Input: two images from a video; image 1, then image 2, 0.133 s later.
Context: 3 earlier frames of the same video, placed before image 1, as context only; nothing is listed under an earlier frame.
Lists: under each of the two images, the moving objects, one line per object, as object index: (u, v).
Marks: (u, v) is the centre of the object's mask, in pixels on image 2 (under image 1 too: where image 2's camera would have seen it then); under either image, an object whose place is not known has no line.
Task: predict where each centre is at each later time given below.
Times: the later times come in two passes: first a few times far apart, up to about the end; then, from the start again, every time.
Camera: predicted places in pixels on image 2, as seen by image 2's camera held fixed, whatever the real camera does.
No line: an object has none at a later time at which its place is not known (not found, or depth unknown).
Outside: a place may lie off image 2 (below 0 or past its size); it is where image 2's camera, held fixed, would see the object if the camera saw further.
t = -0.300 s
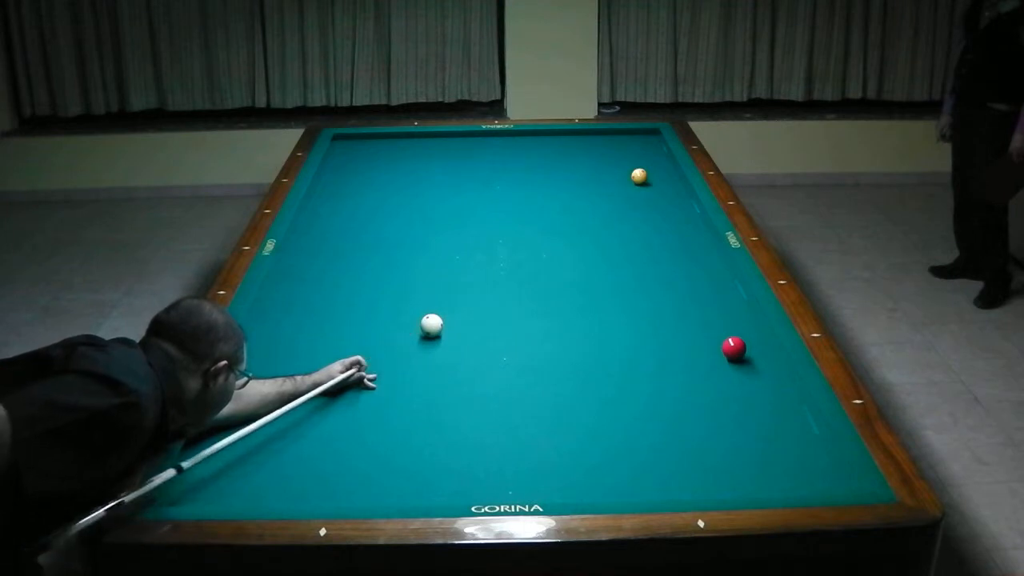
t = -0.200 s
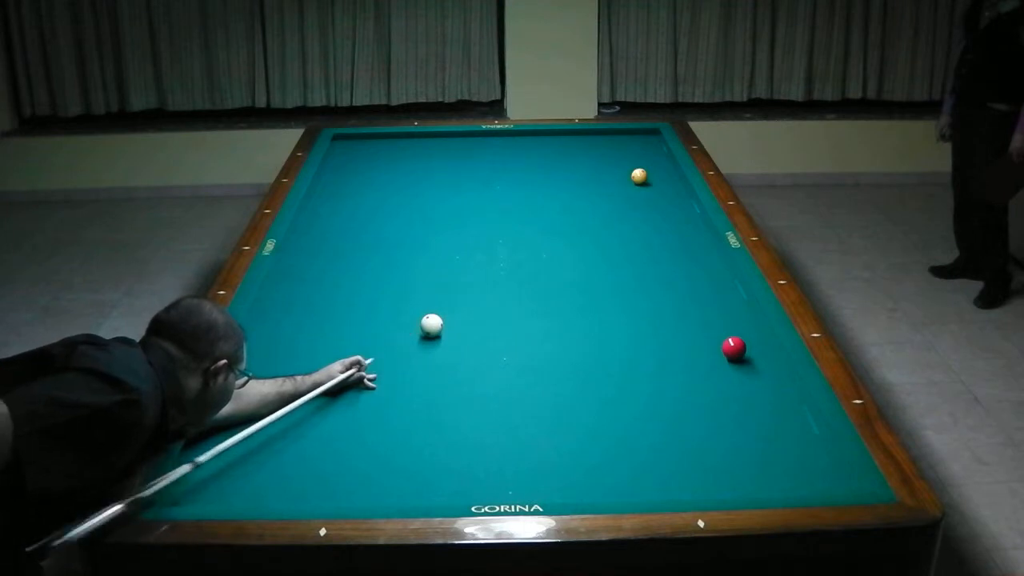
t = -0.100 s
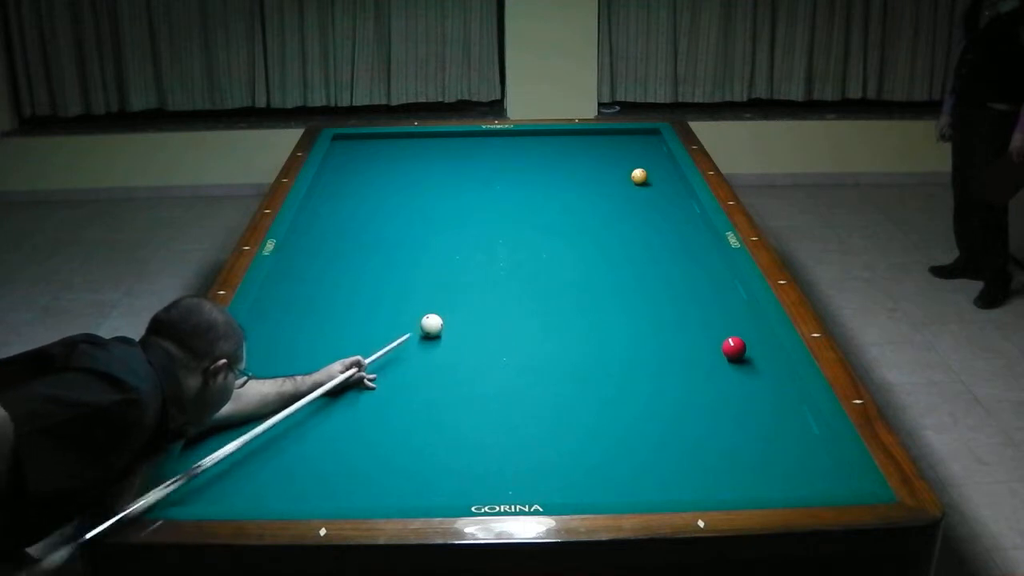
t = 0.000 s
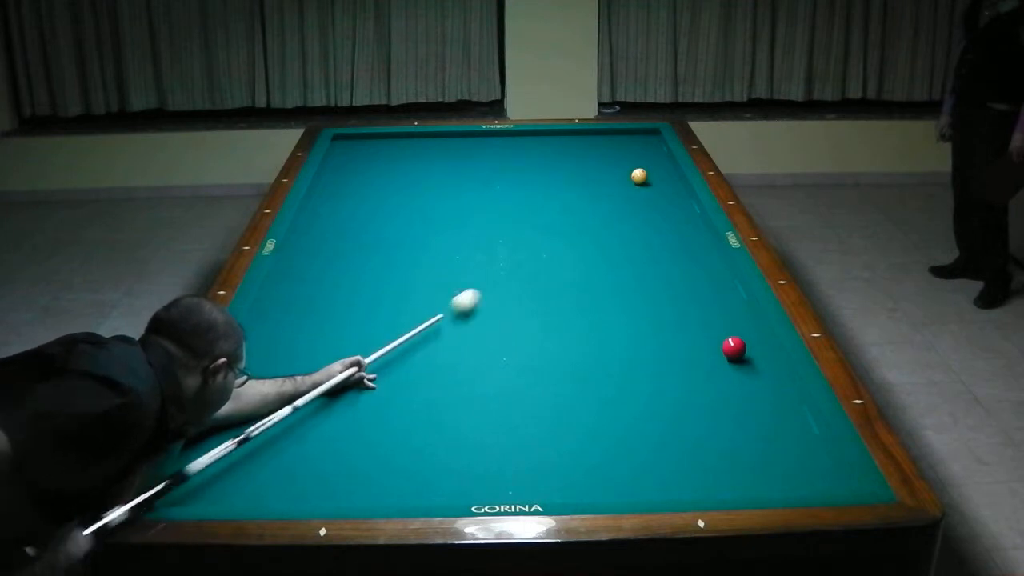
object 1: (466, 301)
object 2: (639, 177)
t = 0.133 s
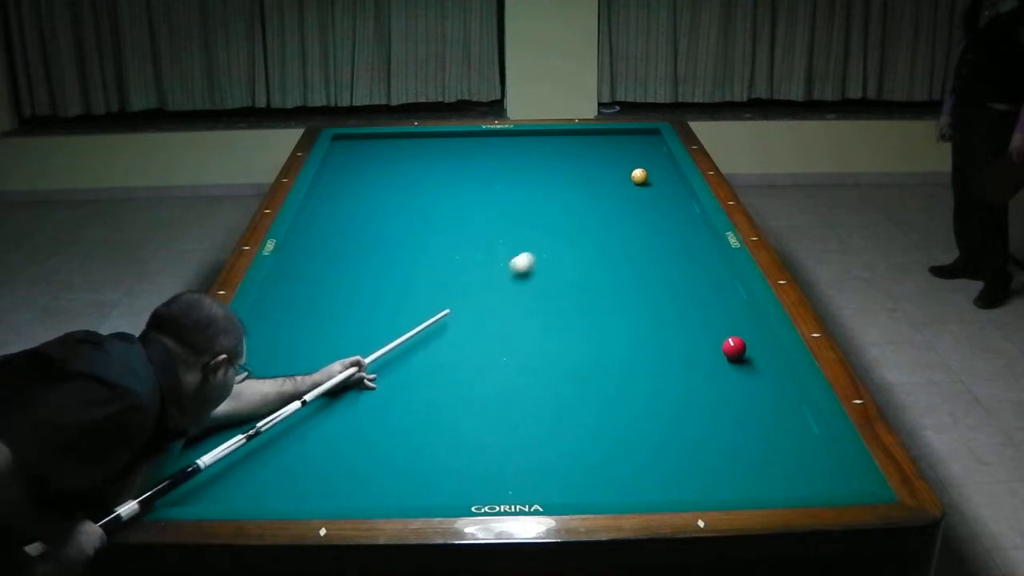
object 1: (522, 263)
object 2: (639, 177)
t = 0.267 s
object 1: (567, 233)
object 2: (639, 177)
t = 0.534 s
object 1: (639, 184)
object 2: (639, 173)
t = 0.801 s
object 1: (643, 171)
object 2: (619, 150)
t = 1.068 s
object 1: (587, 159)
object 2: (605, 132)
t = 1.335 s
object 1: (537, 148)
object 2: (609, 142)
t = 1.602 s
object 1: (491, 137)
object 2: (613, 154)
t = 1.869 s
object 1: (450, 136)
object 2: (618, 166)
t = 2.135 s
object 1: (411, 143)
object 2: (623, 180)
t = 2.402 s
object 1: (370, 151)
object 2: (628, 193)
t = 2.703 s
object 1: (330, 159)
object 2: (634, 210)
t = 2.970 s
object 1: (350, 167)
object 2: (640, 225)
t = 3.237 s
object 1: (370, 174)
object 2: (647, 241)
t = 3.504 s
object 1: (390, 182)
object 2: (654, 258)
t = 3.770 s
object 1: (411, 190)
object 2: (660, 276)
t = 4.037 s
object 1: (432, 198)
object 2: (667, 295)
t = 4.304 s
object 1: (454, 206)
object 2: (674, 314)
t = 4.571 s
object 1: (475, 215)
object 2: (682, 335)
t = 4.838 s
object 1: (497, 223)
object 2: (689, 357)
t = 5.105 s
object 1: (520, 232)
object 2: (698, 380)
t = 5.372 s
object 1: (542, 240)
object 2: (706, 403)
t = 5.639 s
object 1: (565, 249)
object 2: (715, 427)
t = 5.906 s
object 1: (588, 258)
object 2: (724, 453)
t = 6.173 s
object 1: (611, 266)
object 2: (733, 478)
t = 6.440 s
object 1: (633, 274)
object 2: (734, 482)
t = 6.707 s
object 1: (656, 283)
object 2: (728, 466)
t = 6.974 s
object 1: (678, 291)
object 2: (723, 451)
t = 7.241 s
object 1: (700, 300)
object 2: (719, 438)
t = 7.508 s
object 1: (722, 308)
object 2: (715, 427)
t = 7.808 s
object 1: (746, 317)
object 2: (711, 414)
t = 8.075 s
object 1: (755, 324)
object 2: (707, 405)
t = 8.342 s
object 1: (749, 329)
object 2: (703, 396)
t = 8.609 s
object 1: (744, 333)
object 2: (699, 388)
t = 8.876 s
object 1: (739, 334)
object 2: (696, 381)
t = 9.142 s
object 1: (736, 334)
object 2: (693, 375)
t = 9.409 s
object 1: (733, 335)
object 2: (691, 370)
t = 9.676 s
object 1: (732, 335)
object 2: (689, 364)
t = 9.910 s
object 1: (733, 336)
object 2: (688, 361)
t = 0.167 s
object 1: (534, 255)
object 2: (639, 177)
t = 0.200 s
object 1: (545, 247)
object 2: (639, 177)
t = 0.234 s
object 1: (556, 240)
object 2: (639, 177)
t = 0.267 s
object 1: (567, 233)
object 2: (639, 177)
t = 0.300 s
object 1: (577, 226)
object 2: (639, 177)
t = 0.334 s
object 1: (587, 219)
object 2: (639, 177)
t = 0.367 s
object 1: (597, 212)
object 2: (639, 177)
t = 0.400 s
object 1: (606, 206)
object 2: (639, 177)
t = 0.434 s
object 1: (615, 200)
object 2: (639, 177)
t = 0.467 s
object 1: (623, 194)
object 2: (639, 177)
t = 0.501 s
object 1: (631, 188)
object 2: (640, 175)
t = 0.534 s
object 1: (639, 184)
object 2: (639, 173)
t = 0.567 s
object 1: (650, 180)
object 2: (636, 173)
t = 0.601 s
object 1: (661, 179)
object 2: (634, 170)
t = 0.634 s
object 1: (671, 178)
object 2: (631, 166)
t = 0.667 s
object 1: (677, 177)
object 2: (629, 162)
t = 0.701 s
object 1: (668, 175)
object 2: (626, 159)
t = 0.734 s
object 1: (659, 174)
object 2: (624, 156)
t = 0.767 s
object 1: (651, 173)
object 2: (622, 153)
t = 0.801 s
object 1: (643, 171)
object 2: (619, 150)
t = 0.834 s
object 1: (635, 170)
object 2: (618, 148)
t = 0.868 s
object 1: (628, 168)
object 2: (616, 145)
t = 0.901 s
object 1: (621, 167)
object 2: (614, 143)
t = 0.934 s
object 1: (614, 165)
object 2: (612, 141)
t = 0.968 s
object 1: (607, 164)
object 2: (610, 138)
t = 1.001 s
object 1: (600, 162)
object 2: (608, 136)
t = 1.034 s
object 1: (594, 161)
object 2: (607, 134)
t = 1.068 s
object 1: (587, 159)
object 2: (605, 132)
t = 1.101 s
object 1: (581, 158)
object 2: (605, 131)
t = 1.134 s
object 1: (574, 156)
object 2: (605, 133)
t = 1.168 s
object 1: (568, 155)
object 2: (606, 135)
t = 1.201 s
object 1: (561, 153)
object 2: (607, 137)
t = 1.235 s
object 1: (555, 152)
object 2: (607, 138)
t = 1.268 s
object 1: (549, 150)
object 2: (608, 139)
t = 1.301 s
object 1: (543, 149)
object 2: (608, 141)
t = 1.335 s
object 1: (537, 148)
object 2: (609, 142)
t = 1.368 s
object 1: (531, 146)
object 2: (609, 143)
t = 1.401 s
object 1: (525, 145)
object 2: (610, 145)
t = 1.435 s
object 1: (519, 144)
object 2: (610, 147)
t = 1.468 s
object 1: (514, 142)
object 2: (611, 148)
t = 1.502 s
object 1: (508, 141)
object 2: (611, 149)
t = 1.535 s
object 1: (502, 140)
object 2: (612, 151)
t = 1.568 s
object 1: (496, 139)
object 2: (613, 153)
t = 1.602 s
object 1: (491, 137)
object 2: (613, 154)
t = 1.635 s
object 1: (486, 136)
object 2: (614, 155)
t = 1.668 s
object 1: (480, 135)
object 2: (614, 157)
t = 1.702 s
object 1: (475, 134)
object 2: (615, 159)
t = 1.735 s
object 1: (469, 133)
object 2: (615, 160)
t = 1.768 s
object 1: (464, 133)
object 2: (616, 162)
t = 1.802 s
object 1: (459, 134)
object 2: (617, 163)
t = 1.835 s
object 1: (455, 135)
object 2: (617, 165)
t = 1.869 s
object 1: (450, 136)
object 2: (618, 166)
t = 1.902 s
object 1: (445, 137)
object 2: (619, 168)
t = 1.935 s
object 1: (440, 138)
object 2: (619, 170)
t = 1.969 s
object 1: (435, 139)
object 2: (620, 171)
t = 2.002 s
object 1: (430, 140)
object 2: (620, 173)
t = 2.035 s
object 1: (425, 140)
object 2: (621, 175)
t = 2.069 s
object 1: (420, 141)
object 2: (622, 176)
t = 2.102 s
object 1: (415, 142)
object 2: (622, 178)
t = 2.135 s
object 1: (411, 143)
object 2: (623, 180)
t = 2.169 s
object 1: (405, 144)
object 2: (623, 181)
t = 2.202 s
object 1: (400, 145)
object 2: (624, 183)
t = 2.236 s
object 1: (395, 146)
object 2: (625, 184)
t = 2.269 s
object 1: (390, 147)
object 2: (625, 186)
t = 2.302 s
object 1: (385, 148)
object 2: (626, 188)
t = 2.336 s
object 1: (381, 149)
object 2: (626, 190)
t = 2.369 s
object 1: (375, 150)
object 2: (627, 192)
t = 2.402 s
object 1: (370, 151)
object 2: (628, 193)
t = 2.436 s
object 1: (365, 152)
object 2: (628, 195)
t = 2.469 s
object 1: (360, 153)
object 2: (629, 197)
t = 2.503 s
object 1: (355, 154)
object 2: (630, 199)
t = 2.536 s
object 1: (350, 155)
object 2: (631, 200)
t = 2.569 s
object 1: (345, 155)
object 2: (631, 202)
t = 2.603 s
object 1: (340, 156)
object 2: (632, 204)
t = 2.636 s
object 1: (335, 157)
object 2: (633, 206)
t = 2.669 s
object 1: (330, 158)
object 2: (633, 208)
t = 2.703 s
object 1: (330, 159)
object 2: (634, 210)
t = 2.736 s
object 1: (333, 160)
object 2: (635, 211)
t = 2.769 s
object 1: (335, 161)
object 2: (636, 213)
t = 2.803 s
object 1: (338, 162)
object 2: (637, 215)
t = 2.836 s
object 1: (340, 163)
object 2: (637, 217)
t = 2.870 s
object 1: (343, 164)
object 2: (638, 219)
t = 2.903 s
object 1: (345, 165)
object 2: (639, 221)
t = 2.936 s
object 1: (348, 166)
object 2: (639, 223)
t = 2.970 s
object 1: (350, 167)
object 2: (640, 225)
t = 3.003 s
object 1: (352, 168)
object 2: (641, 227)
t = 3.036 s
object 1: (355, 169)
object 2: (642, 229)
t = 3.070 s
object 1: (357, 170)
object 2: (643, 231)
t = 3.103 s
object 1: (360, 171)
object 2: (644, 233)
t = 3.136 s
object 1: (362, 172)
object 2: (644, 235)
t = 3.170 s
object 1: (365, 173)
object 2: (645, 237)
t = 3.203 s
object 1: (367, 174)
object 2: (646, 239)
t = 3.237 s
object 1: (370, 174)
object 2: (647, 241)
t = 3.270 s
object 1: (372, 175)
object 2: (648, 243)
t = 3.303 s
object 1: (375, 177)
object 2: (649, 245)
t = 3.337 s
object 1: (377, 177)
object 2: (649, 247)
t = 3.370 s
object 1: (380, 178)
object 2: (650, 249)
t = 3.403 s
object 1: (383, 179)
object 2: (651, 251)
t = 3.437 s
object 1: (385, 180)
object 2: (652, 254)
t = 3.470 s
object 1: (388, 181)
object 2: (653, 256)
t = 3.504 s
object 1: (390, 182)
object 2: (654, 258)
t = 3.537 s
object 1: (393, 183)
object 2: (654, 261)
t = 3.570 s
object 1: (396, 184)
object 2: (655, 262)
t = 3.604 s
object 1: (398, 185)
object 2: (656, 264)
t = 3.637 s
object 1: (401, 186)
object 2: (657, 267)
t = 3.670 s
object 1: (403, 187)
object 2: (658, 269)
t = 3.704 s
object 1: (406, 188)
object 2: (659, 272)
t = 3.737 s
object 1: (408, 189)
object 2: (659, 274)
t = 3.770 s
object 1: (411, 190)
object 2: (660, 276)
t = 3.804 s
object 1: (414, 191)
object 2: (661, 278)
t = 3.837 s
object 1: (416, 192)
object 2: (662, 280)
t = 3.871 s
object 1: (419, 193)
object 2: (663, 283)
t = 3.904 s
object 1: (422, 194)
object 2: (664, 285)
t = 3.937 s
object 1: (424, 195)
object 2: (665, 288)
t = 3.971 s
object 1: (427, 196)
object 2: (665, 290)
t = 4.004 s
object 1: (429, 197)
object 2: (666, 292)
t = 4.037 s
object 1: (432, 198)
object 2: (667, 295)
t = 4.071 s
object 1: (435, 199)
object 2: (668, 297)
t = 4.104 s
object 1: (437, 200)
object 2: (669, 300)
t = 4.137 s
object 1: (440, 201)
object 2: (670, 302)
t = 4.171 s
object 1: (443, 202)
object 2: (670, 305)
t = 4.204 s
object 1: (445, 203)
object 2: (671, 307)
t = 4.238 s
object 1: (448, 204)
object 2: (672, 310)
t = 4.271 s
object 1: (451, 205)
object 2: (673, 312)
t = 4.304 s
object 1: (454, 206)
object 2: (674, 314)
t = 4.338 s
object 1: (456, 207)
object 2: (675, 317)
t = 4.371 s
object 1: (459, 208)
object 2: (676, 320)
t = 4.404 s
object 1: (462, 209)
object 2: (677, 322)
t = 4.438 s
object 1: (464, 210)
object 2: (678, 325)
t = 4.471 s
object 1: (467, 212)
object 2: (679, 327)
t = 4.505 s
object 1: (470, 213)
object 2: (680, 330)
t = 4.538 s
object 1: (472, 214)
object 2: (681, 333)
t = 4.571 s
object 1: (475, 215)
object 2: (682, 335)
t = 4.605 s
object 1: (478, 216)
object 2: (682, 338)
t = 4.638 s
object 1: (481, 216)
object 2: (683, 340)
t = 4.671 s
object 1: (483, 218)
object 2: (684, 343)
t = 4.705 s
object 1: (486, 219)
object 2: (685, 346)
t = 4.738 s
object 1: (489, 220)
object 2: (686, 348)
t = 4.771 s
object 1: (492, 221)
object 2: (687, 351)
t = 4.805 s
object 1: (495, 222)
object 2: (688, 354)
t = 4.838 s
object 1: (497, 223)
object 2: (689, 357)
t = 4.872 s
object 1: (500, 224)
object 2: (690, 359)
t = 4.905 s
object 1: (503, 225)
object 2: (691, 362)
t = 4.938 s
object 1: (506, 226)
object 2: (692, 365)
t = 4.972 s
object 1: (509, 227)
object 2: (693, 368)
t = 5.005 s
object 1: (511, 228)
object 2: (695, 371)
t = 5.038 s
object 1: (514, 229)
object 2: (696, 374)
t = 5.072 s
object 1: (517, 231)
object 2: (697, 376)
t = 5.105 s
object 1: (520, 232)
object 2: (698, 380)
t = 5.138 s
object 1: (523, 233)
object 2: (699, 382)
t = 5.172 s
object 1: (525, 234)
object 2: (700, 385)
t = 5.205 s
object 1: (528, 235)
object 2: (701, 388)
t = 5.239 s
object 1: (531, 236)
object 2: (702, 391)
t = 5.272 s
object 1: (534, 237)
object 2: (703, 394)
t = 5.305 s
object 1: (537, 238)
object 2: (704, 397)
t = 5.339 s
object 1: (540, 239)
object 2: (705, 400)
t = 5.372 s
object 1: (542, 240)
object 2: (706, 403)
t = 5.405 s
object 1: (545, 241)
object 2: (707, 406)
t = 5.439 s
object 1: (548, 242)
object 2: (708, 409)
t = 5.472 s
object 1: (551, 244)
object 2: (710, 412)
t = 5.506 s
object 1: (554, 244)
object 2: (711, 415)
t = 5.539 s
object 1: (557, 246)
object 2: (712, 418)
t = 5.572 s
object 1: (559, 247)
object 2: (713, 421)
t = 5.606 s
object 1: (562, 248)
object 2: (714, 424)
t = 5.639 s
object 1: (565, 249)
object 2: (715, 427)
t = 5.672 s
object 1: (568, 250)
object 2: (716, 430)
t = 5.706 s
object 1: (571, 251)
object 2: (717, 434)
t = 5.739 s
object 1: (574, 252)
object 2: (718, 437)
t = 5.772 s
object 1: (576, 253)
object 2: (720, 440)
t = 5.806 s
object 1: (579, 254)
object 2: (721, 443)
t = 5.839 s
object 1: (582, 255)
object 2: (722, 446)
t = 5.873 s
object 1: (585, 256)
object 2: (723, 450)
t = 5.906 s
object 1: (588, 258)
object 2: (724, 453)
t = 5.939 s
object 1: (591, 259)
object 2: (725, 456)
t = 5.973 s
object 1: (594, 259)
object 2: (726, 460)
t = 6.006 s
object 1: (597, 261)
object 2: (727, 462)
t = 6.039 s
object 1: (599, 262)
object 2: (729, 466)
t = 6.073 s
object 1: (602, 263)
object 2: (730, 469)
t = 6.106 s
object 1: (605, 264)
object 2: (731, 472)
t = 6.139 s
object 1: (608, 265)
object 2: (732, 475)
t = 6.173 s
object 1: (611, 266)
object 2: (733, 478)
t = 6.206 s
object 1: (614, 267)
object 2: (734, 480)
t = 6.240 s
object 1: (616, 268)
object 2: (735, 483)
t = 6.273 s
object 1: (619, 269)
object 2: (736, 486)
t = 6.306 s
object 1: (622, 270)
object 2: (736, 487)
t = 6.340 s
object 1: (625, 271)
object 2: (735, 485)
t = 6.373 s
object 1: (628, 272)
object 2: (735, 483)
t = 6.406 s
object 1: (630, 273)
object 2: (734, 482)
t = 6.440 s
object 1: (633, 274)
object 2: (734, 482)
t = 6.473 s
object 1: (636, 275)
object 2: (733, 480)
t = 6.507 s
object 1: (639, 277)
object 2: (732, 478)
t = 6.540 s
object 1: (641, 278)
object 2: (731, 475)
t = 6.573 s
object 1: (644, 279)
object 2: (731, 473)
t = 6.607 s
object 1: (647, 280)
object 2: (730, 471)
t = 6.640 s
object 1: (650, 281)
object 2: (729, 470)
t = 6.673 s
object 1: (653, 282)
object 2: (729, 468)
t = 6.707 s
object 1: (656, 283)
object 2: (728, 466)
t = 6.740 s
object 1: (659, 284)
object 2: (727, 464)
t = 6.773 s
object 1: (662, 285)
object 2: (727, 462)
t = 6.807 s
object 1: (665, 286)
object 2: (726, 461)
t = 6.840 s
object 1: (668, 287)
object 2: (725, 459)
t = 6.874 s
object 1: (670, 288)
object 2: (725, 457)
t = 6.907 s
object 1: (673, 289)
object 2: (724, 455)
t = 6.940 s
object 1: (676, 290)
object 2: (724, 453)
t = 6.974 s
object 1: (678, 291)
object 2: (723, 451)
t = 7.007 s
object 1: (681, 292)
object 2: (723, 450)
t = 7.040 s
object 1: (684, 293)
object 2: (722, 448)
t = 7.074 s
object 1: (687, 295)
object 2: (722, 446)
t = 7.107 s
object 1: (690, 296)
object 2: (721, 445)
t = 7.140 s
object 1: (692, 297)
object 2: (720, 443)
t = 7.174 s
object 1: (695, 298)
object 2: (720, 442)
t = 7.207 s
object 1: (698, 299)
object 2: (719, 440)
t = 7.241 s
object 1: (700, 300)
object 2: (719, 438)
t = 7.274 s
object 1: (703, 301)
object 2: (718, 437)
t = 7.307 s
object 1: (706, 302)
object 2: (718, 435)
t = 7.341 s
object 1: (709, 303)
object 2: (717, 434)
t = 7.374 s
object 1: (711, 304)
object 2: (717, 432)
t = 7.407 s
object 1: (714, 305)
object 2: (717, 431)
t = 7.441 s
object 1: (717, 306)
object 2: (716, 429)
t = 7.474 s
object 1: (720, 307)
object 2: (716, 428)
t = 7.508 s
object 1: (722, 308)
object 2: (715, 427)
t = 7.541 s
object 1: (725, 309)
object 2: (715, 425)
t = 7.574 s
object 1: (728, 310)
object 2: (714, 424)
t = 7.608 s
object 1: (731, 311)
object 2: (714, 423)
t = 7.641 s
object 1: (733, 312)
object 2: (714, 421)
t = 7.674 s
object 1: (736, 313)
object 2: (713, 420)
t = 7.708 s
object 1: (738, 314)
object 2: (712, 418)
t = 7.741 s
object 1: (741, 315)
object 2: (712, 417)
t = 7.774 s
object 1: (744, 316)
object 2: (711, 416)
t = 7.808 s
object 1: (746, 317)
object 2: (711, 414)
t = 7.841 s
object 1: (748, 318)
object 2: (710, 413)
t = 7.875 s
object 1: (751, 319)
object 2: (710, 412)
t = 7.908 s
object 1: (754, 320)
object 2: (709, 411)
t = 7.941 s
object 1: (756, 321)
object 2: (709, 409)
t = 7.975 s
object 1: (756, 321)
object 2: (708, 408)
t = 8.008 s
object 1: (756, 322)
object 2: (708, 407)
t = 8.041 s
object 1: (755, 323)
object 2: (707, 406)
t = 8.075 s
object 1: (755, 324)
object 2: (707, 405)
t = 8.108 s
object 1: (754, 324)
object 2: (706, 403)
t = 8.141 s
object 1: (753, 325)
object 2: (706, 402)
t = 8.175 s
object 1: (752, 326)
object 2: (705, 401)
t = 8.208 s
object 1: (752, 327)
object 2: (705, 400)
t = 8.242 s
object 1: (751, 327)
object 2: (704, 399)
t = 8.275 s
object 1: (750, 328)
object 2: (704, 398)
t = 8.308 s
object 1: (750, 329)
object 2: (703, 397)
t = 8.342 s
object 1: (749, 329)
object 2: (703, 396)
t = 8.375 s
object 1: (748, 330)
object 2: (702, 395)
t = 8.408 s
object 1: (748, 330)
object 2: (702, 394)
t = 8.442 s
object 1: (747, 331)
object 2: (701, 393)
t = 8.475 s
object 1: (746, 331)
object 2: (701, 392)
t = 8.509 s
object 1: (745, 331)
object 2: (701, 391)
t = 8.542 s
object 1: (745, 332)
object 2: (700, 390)
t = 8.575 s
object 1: (745, 332)
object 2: (700, 389)
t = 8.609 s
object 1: (744, 333)
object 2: (699, 388)
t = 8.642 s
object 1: (744, 333)
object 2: (699, 387)
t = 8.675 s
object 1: (743, 333)
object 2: (698, 386)
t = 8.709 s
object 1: (742, 333)
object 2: (698, 386)
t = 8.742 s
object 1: (742, 333)
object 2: (697, 385)
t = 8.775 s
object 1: (741, 334)
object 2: (697, 384)
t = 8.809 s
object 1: (740, 334)
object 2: (697, 383)
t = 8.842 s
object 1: (740, 334)
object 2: (696, 382)
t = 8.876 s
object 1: (739, 334)
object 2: (696, 381)
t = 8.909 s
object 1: (738, 334)
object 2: (695, 381)
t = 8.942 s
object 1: (738, 334)
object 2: (695, 380)
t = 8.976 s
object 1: (738, 334)
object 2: (695, 379)
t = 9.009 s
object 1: (737, 334)
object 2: (694, 378)
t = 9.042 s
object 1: (737, 334)
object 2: (694, 377)
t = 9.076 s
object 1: (736, 334)
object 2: (694, 376)
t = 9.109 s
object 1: (736, 334)
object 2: (693, 376)
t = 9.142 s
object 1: (736, 334)
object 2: (693, 375)
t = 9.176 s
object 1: (735, 335)
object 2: (693, 374)
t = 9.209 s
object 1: (735, 334)
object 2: (692, 374)
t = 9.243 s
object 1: (734, 335)
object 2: (692, 373)
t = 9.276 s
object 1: (734, 335)
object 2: (692, 372)
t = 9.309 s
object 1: (734, 335)
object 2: (692, 372)
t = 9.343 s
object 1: (734, 335)
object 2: (692, 371)
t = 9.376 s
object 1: (733, 335)
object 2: (691, 371)
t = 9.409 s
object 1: (733, 335)
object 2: (691, 370)
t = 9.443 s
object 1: (733, 335)
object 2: (691, 369)
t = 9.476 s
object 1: (733, 335)
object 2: (691, 369)
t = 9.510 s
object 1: (733, 335)
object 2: (690, 368)
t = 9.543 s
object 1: (733, 335)
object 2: (690, 367)
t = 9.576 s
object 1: (732, 335)
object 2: (690, 366)
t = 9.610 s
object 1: (732, 335)
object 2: (689, 365)
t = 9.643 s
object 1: (732, 335)
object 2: (689, 365)
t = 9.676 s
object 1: (732, 335)
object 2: (689, 364)
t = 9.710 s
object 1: (732, 335)
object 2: (689, 364)
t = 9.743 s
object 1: (732, 335)
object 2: (689, 363)
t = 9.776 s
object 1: (732, 335)
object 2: (689, 363)
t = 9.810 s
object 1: (732, 335)
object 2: (688, 363)
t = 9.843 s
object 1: (733, 335)
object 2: (688, 362)
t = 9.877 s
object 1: (733, 336)
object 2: (688, 362)
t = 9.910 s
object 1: (733, 336)
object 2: (688, 361)
